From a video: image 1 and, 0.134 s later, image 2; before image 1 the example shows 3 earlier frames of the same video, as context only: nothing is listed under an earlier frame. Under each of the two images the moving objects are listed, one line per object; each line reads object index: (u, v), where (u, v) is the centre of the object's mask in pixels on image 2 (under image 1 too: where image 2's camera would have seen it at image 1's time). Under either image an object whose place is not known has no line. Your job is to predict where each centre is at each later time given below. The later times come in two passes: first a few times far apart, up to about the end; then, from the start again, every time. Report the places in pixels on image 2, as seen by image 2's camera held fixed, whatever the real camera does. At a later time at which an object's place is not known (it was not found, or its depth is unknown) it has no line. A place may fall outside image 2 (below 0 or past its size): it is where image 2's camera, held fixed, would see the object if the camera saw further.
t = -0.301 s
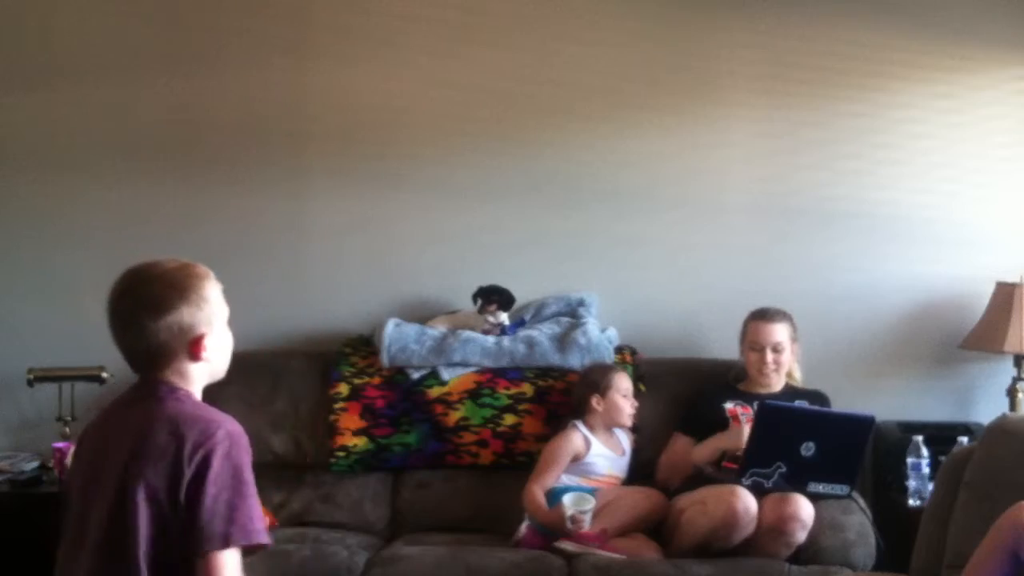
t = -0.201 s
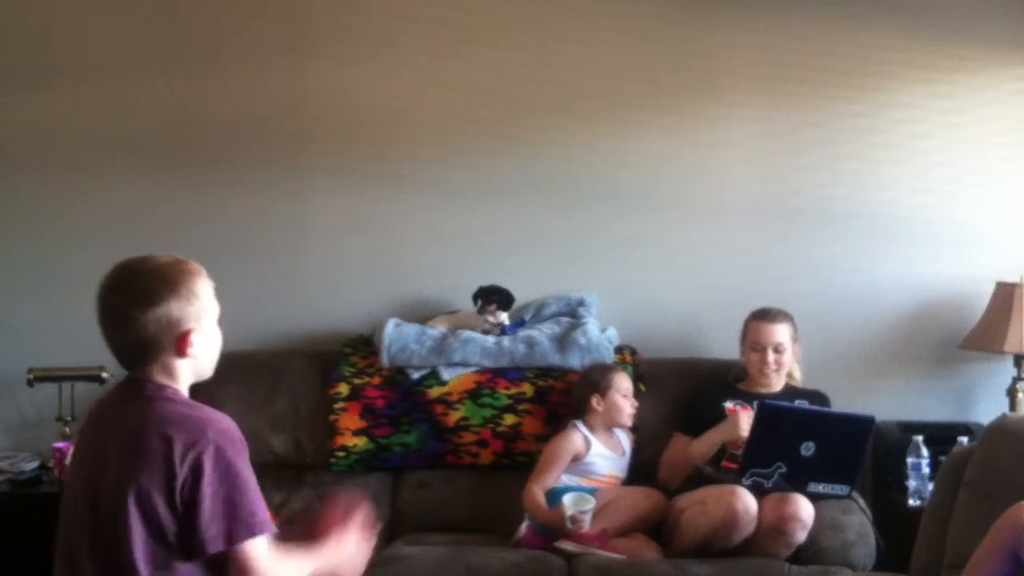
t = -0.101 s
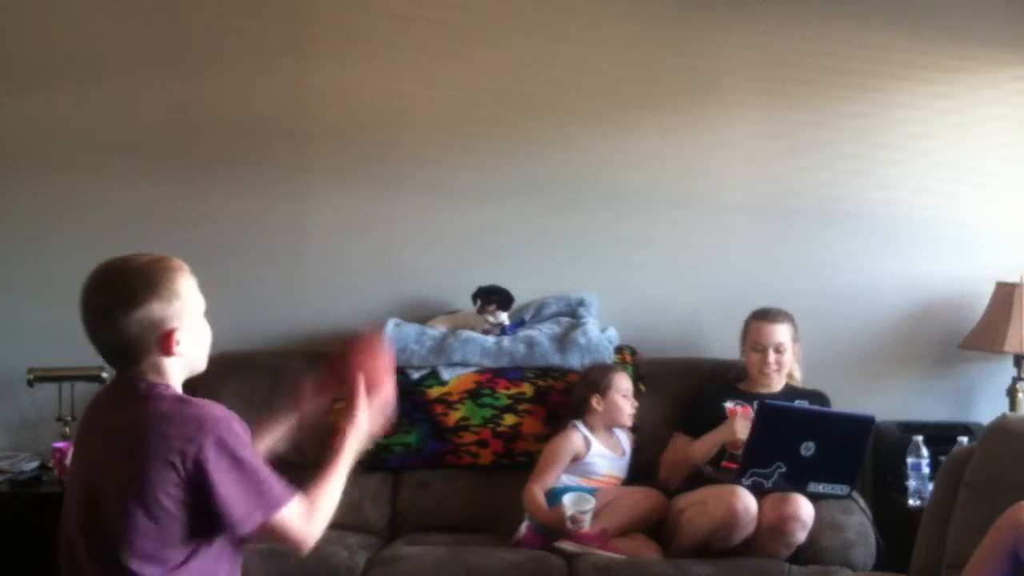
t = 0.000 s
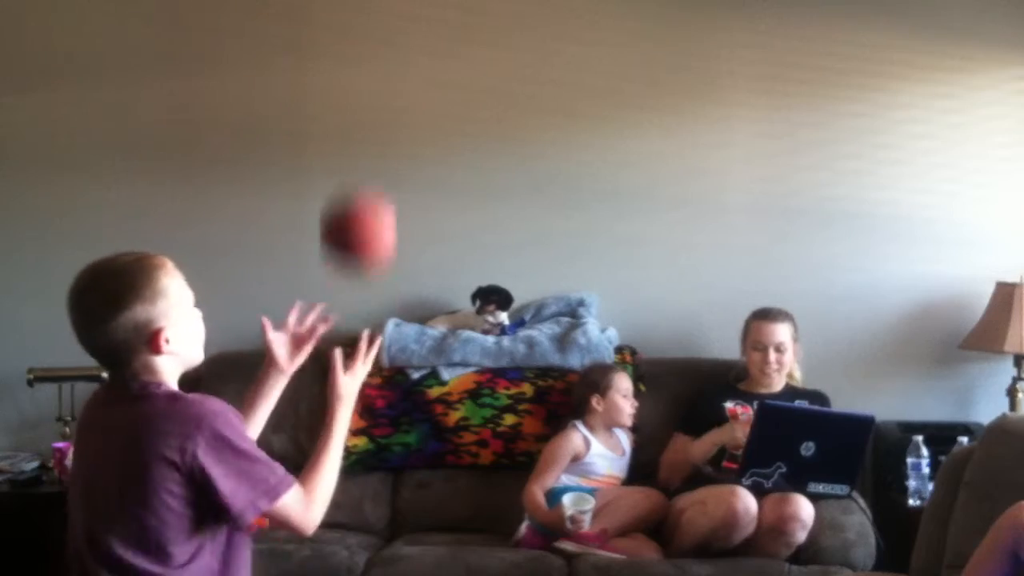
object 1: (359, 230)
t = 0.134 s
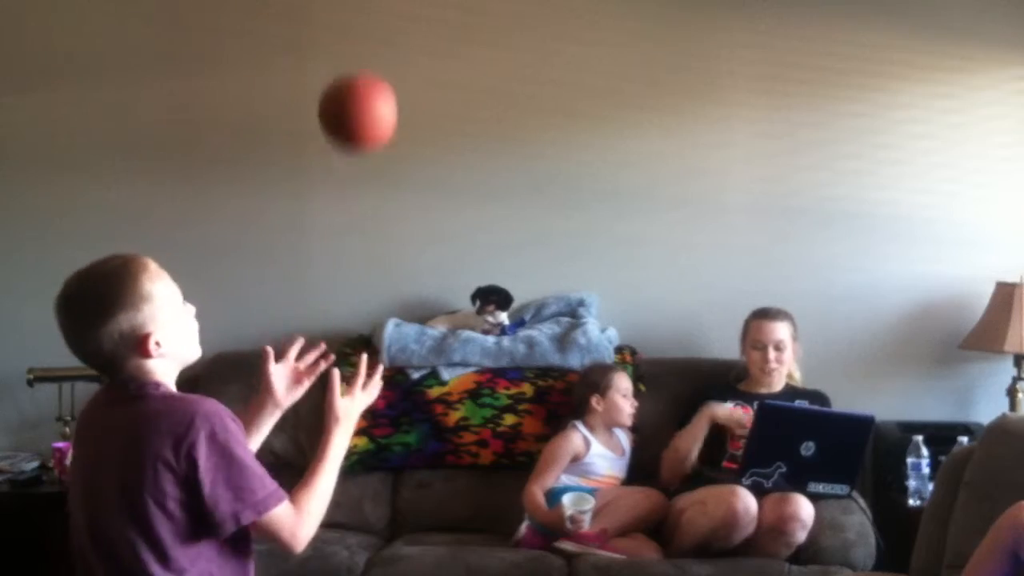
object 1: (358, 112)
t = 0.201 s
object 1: (358, 86)
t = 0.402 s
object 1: (356, 162)
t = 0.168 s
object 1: (358, 96)
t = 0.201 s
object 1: (358, 86)
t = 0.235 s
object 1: (357, 83)
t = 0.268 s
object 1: (357, 85)
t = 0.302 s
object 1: (357, 94)
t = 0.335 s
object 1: (357, 110)
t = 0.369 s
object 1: (356, 132)
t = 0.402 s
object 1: (356, 162)
